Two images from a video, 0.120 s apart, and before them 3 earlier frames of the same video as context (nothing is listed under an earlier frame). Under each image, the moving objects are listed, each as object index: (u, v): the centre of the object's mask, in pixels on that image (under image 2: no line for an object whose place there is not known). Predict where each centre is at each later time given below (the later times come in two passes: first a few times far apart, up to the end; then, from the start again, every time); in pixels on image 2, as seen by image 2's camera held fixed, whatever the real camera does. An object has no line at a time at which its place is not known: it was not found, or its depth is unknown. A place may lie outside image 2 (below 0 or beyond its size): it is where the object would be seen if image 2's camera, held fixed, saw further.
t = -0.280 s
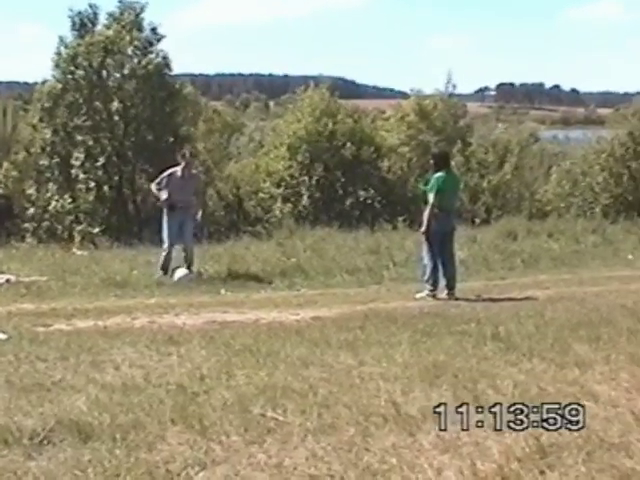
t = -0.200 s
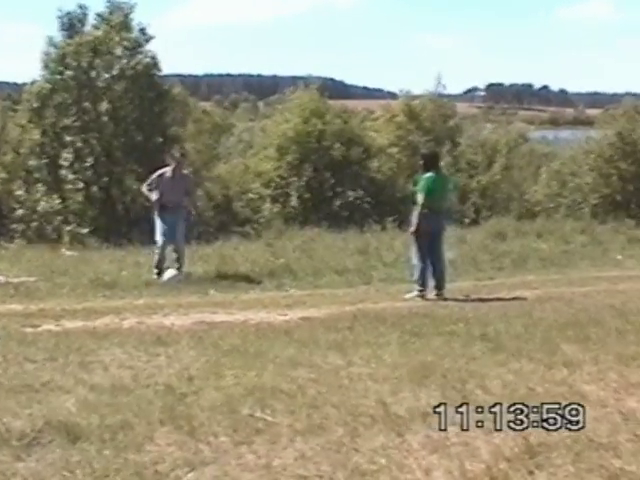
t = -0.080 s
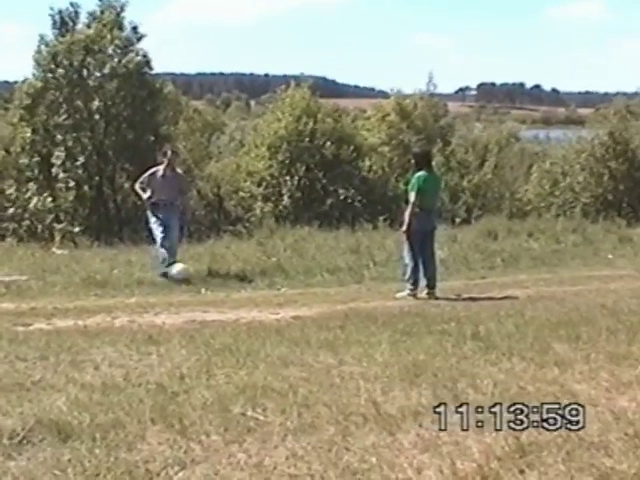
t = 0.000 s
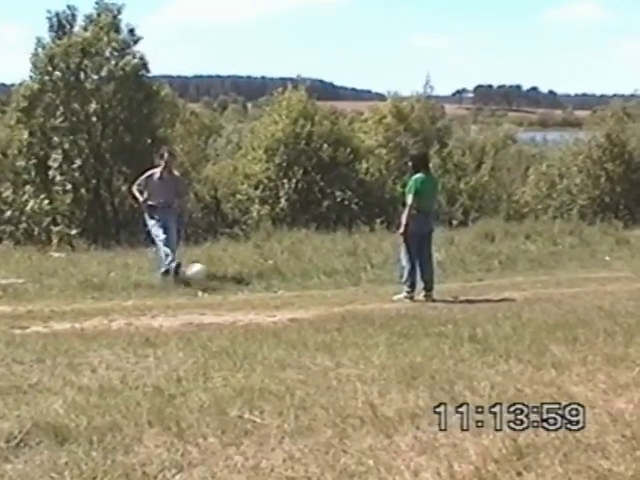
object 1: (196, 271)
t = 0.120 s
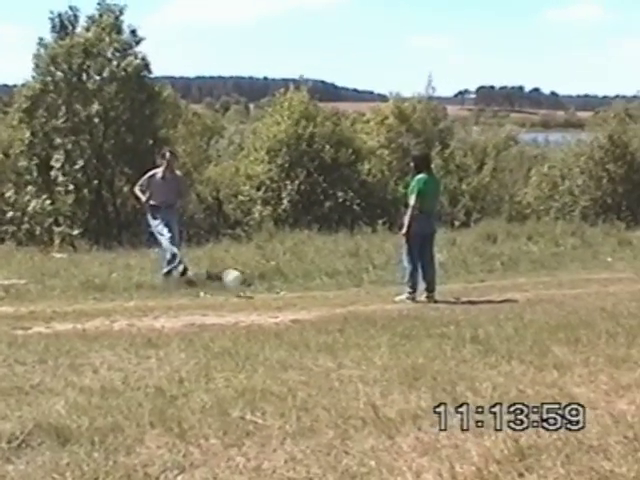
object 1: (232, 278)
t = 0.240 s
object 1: (263, 288)
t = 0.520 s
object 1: (308, 288)
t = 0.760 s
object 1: (350, 289)
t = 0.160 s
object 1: (243, 282)
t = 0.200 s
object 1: (255, 288)
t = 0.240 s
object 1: (263, 288)
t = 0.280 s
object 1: (269, 284)
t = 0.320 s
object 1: (274, 282)
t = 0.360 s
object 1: (279, 280)
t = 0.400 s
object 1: (286, 279)
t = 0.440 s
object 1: (294, 281)
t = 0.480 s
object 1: (303, 284)
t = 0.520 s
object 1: (308, 288)
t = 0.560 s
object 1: (317, 288)
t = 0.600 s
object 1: (324, 287)
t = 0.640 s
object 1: (330, 286)
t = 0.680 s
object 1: (337, 286)
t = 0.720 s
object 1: (343, 289)
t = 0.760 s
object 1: (350, 289)
